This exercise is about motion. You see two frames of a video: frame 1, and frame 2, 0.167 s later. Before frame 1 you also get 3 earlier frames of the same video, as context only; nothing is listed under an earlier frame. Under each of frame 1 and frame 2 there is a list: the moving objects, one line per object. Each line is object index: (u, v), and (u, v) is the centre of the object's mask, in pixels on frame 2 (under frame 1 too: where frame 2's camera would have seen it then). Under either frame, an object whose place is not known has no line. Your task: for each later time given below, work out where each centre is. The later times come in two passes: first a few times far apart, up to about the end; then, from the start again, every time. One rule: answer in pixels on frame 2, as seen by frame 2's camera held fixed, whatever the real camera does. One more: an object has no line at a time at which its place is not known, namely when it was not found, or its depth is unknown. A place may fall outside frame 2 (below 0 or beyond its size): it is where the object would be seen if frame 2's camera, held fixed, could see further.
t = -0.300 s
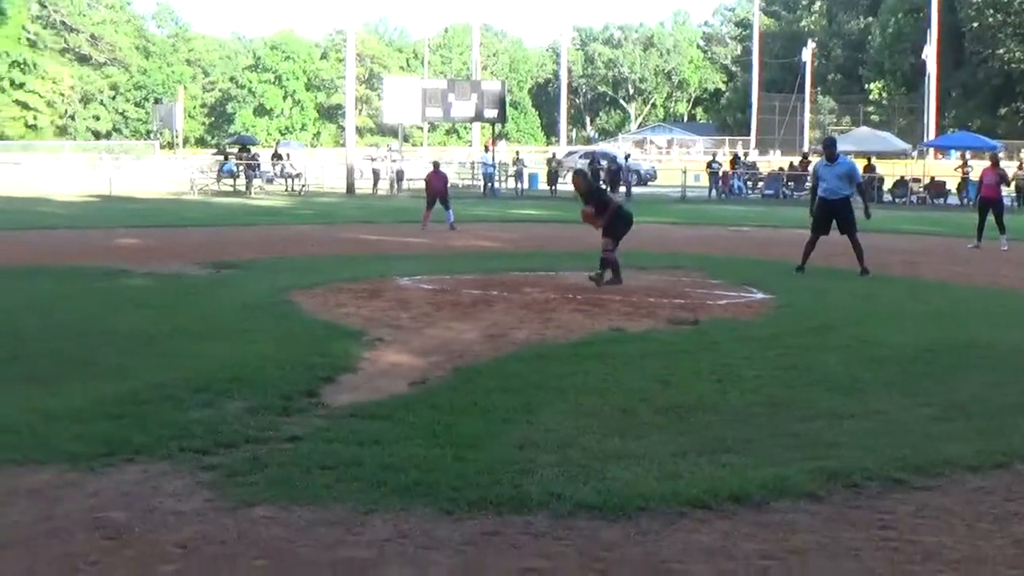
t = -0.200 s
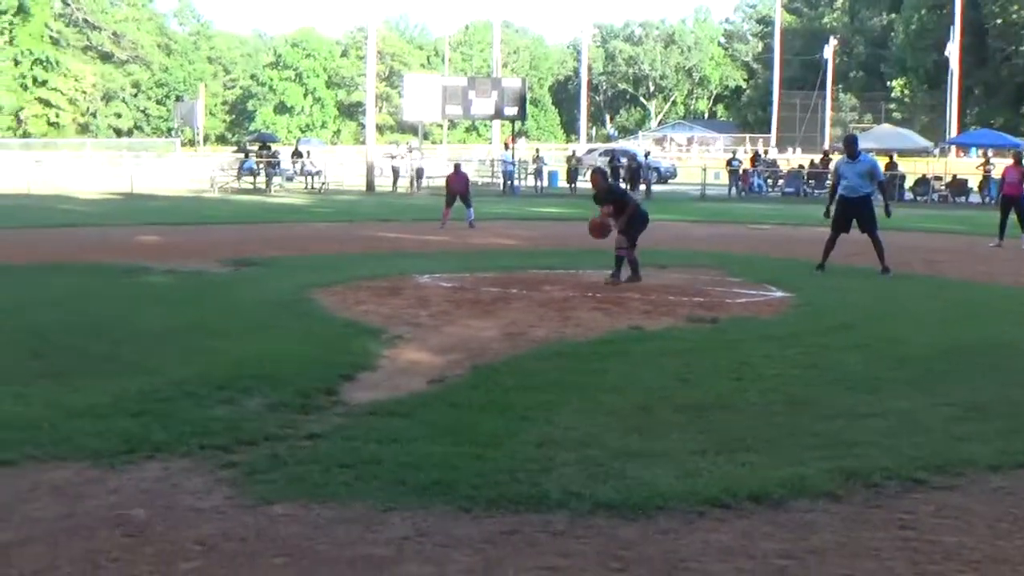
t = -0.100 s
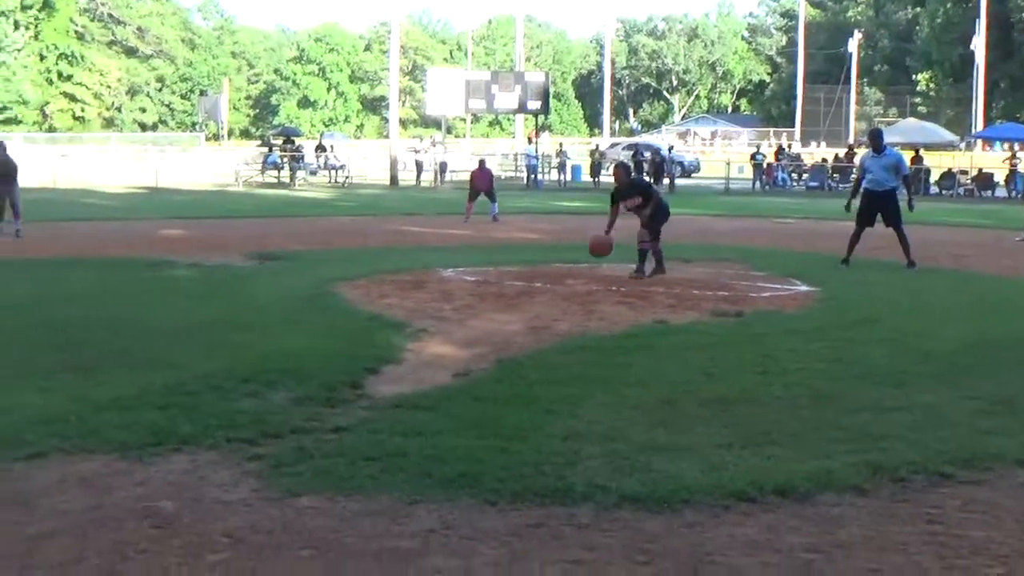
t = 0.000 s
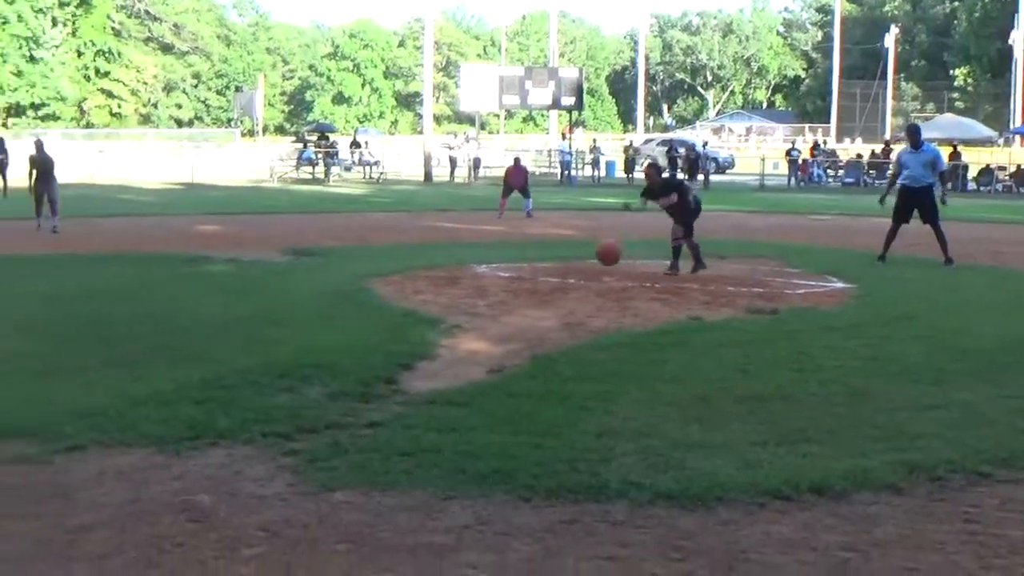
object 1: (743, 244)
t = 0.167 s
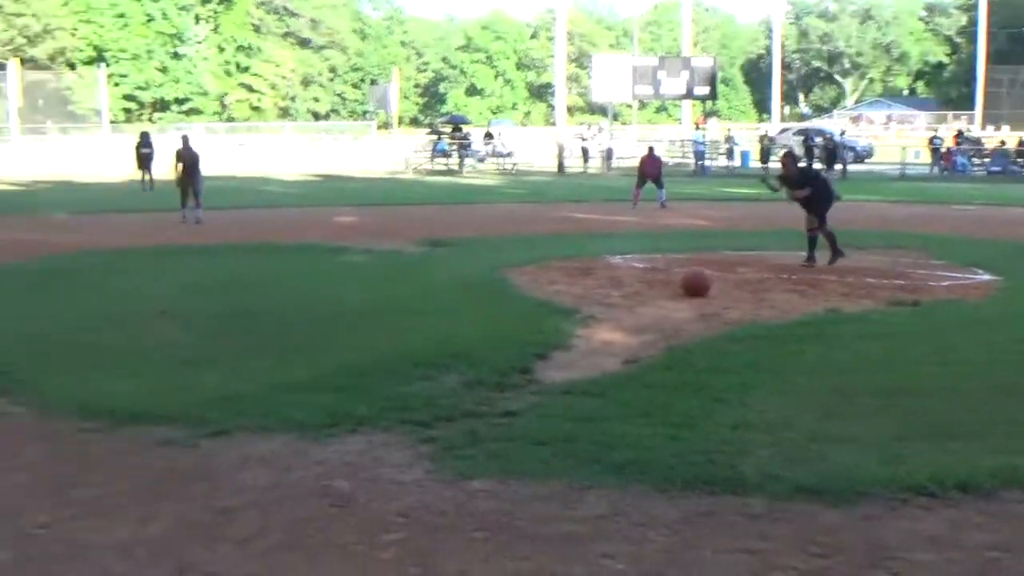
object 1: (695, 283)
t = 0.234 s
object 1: (681, 281)
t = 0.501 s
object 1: (616, 325)
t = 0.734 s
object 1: (549, 363)
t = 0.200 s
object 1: (688, 283)
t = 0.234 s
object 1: (681, 281)
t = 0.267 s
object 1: (673, 280)
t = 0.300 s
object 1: (666, 282)
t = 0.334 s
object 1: (657, 285)
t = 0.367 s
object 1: (650, 290)
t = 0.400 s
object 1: (642, 295)
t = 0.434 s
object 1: (633, 303)
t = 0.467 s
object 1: (625, 315)
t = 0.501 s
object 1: (616, 325)
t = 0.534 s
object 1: (607, 330)
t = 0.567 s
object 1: (598, 332)
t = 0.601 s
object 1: (589, 335)
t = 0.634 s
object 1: (581, 339)
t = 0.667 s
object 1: (571, 345)
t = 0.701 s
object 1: (560, 353)
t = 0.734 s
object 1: (549, 363)
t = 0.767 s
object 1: (540, 363)
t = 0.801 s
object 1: (529, 360)
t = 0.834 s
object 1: (519, 360)
